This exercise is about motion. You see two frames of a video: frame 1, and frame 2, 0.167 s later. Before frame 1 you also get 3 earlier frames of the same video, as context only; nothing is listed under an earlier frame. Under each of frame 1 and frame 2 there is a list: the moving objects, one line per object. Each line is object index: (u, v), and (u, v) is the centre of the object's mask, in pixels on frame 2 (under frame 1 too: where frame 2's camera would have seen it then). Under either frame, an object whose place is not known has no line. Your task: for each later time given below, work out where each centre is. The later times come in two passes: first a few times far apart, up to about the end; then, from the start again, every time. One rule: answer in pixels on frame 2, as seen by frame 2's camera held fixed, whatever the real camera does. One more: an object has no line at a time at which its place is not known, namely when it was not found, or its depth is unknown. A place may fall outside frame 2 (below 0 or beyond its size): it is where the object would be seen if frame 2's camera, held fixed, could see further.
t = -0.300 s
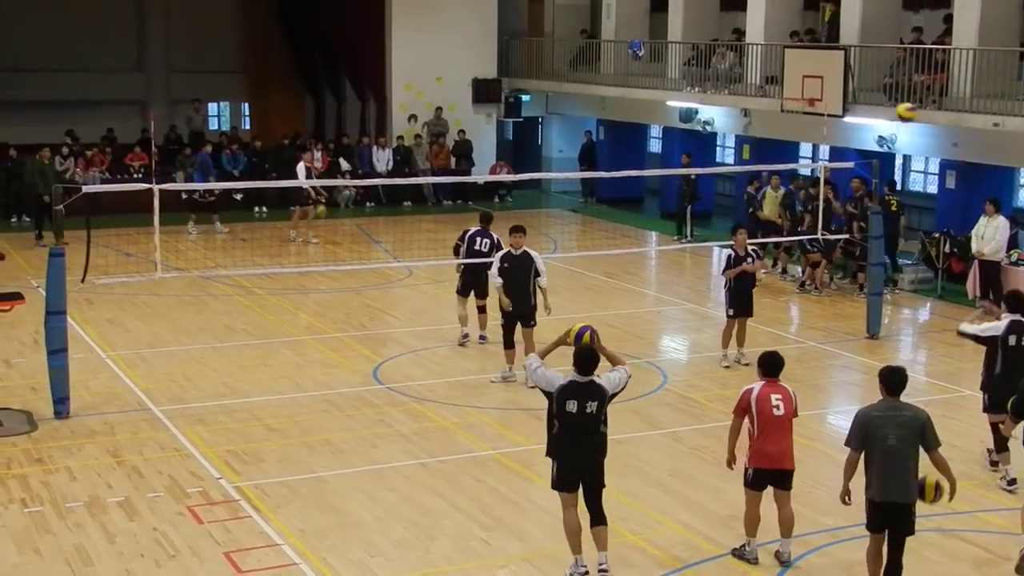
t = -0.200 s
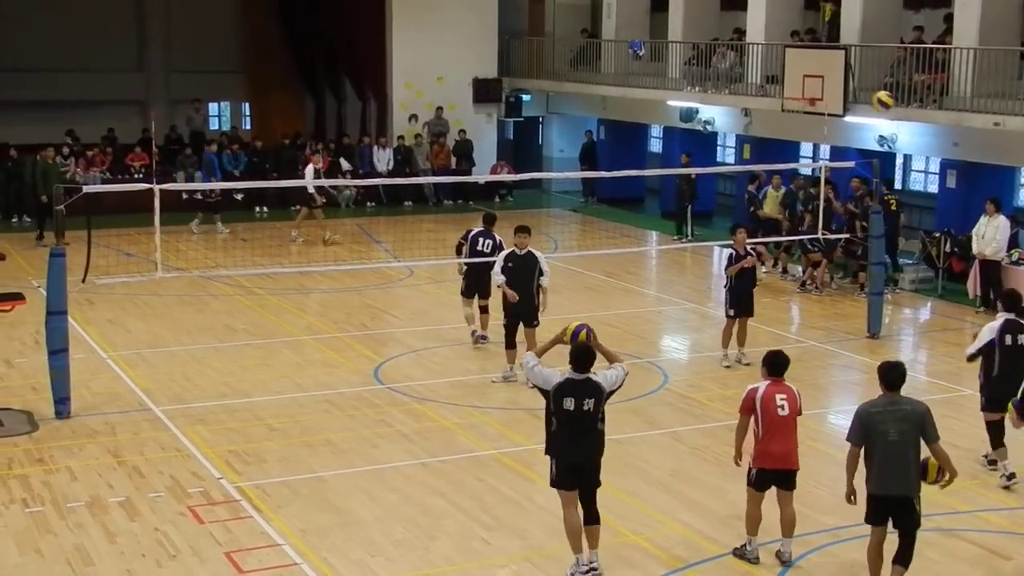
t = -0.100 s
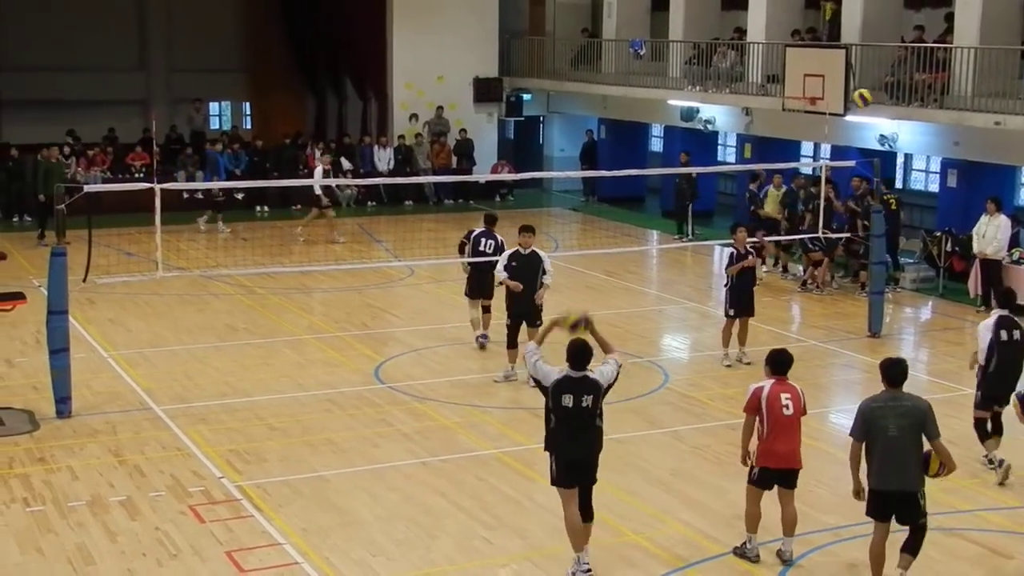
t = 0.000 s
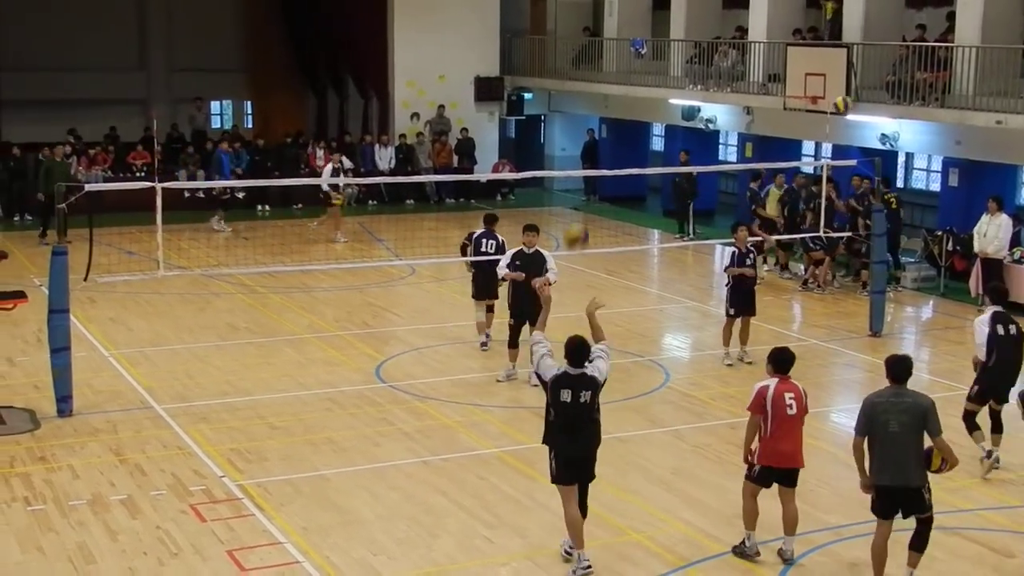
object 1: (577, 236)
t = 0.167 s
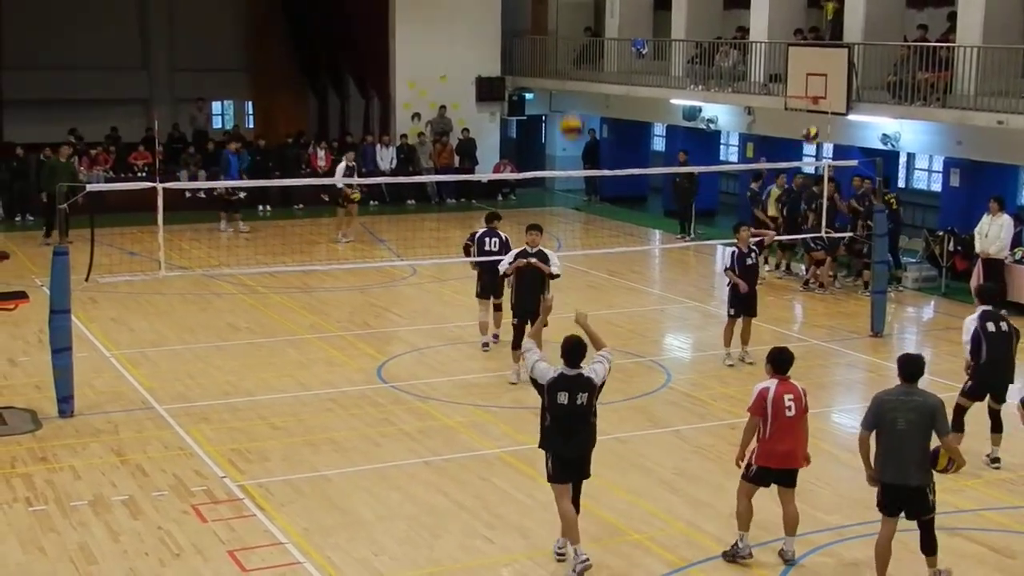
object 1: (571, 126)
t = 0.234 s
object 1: (569, 97)
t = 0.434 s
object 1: (562, 37)
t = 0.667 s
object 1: (553, 31)
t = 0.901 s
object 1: (545, 79)
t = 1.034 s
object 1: (541, 125)
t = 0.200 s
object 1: (570, 108)
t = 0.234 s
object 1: (569, 97)
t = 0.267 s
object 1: (567, 79)
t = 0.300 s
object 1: (566, 66)
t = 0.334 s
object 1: (565, 58)
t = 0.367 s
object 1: (564, 50)
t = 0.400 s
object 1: (563, 43)
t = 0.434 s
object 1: (562, 37)
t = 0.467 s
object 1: (560, 32)
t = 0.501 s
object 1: (559, 29)
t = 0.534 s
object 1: (558, 28)
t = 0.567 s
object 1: (557, 27)
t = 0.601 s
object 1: (555, 27)
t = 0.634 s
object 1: (554, 29)
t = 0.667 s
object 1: (553, 31)
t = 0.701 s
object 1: (552, 35)
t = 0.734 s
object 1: (551, 40)
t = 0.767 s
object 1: (550, 46)
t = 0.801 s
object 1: (549, 53)
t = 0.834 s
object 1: (547, 60)
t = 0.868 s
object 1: (546, 69)
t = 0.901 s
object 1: (545, 79)
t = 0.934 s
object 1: (544, 89)
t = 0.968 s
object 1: (543, 100)
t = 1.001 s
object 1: (542, 112)
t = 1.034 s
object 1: (541, 125)
